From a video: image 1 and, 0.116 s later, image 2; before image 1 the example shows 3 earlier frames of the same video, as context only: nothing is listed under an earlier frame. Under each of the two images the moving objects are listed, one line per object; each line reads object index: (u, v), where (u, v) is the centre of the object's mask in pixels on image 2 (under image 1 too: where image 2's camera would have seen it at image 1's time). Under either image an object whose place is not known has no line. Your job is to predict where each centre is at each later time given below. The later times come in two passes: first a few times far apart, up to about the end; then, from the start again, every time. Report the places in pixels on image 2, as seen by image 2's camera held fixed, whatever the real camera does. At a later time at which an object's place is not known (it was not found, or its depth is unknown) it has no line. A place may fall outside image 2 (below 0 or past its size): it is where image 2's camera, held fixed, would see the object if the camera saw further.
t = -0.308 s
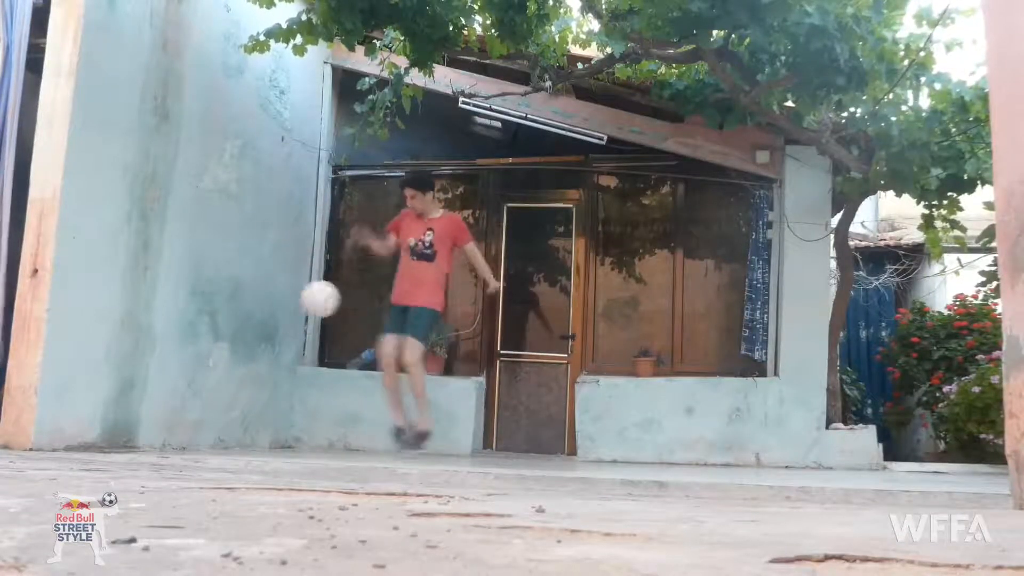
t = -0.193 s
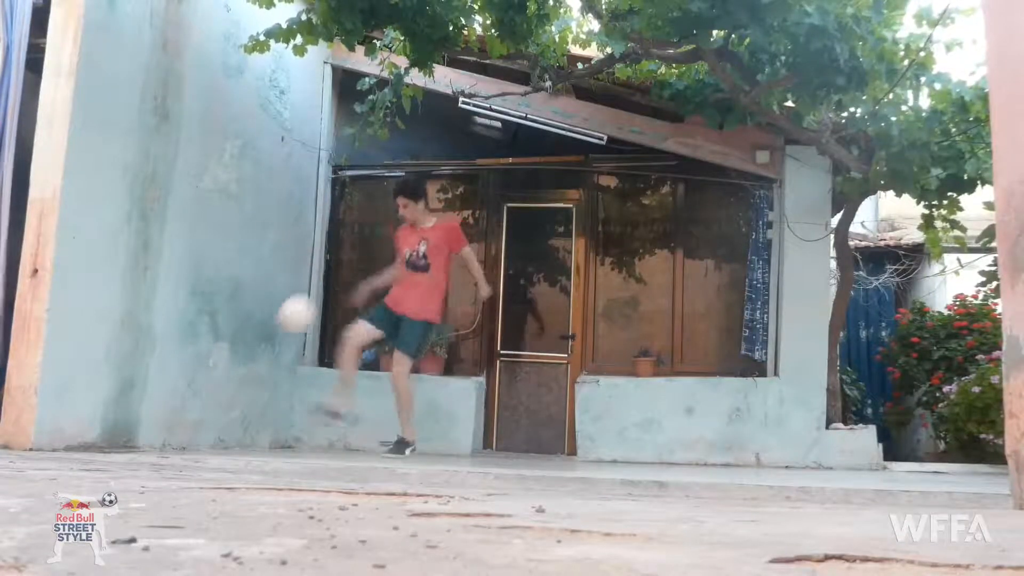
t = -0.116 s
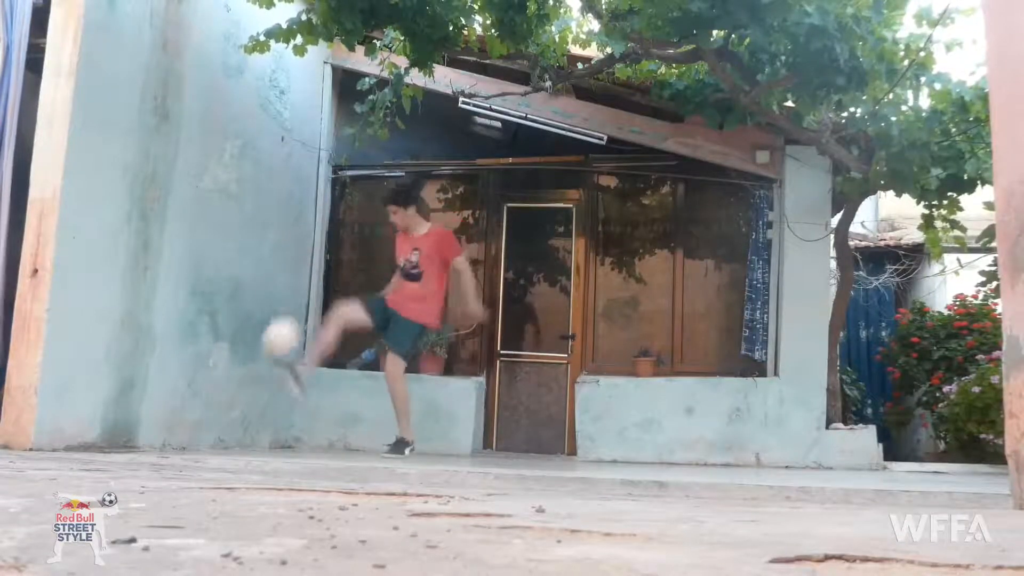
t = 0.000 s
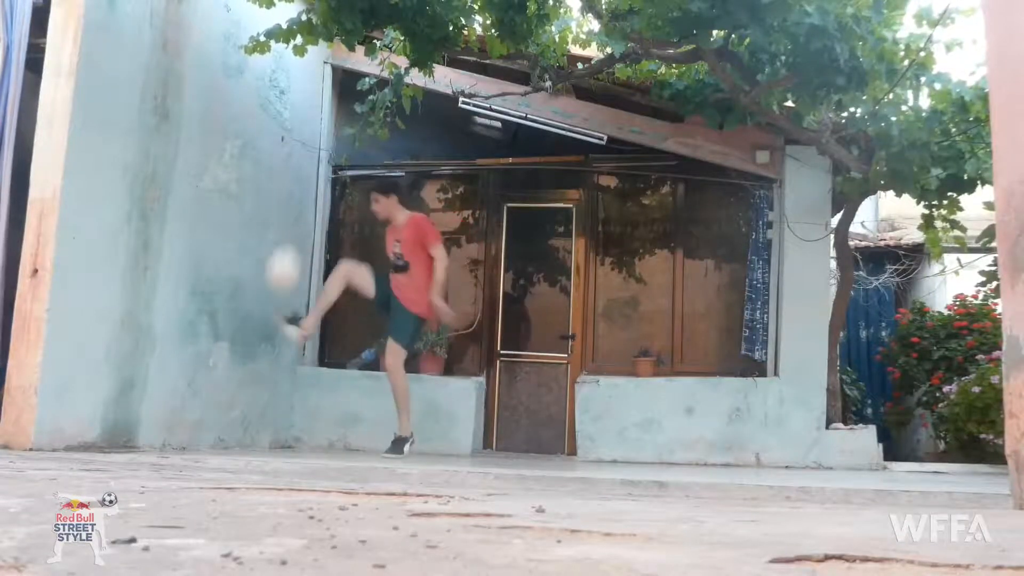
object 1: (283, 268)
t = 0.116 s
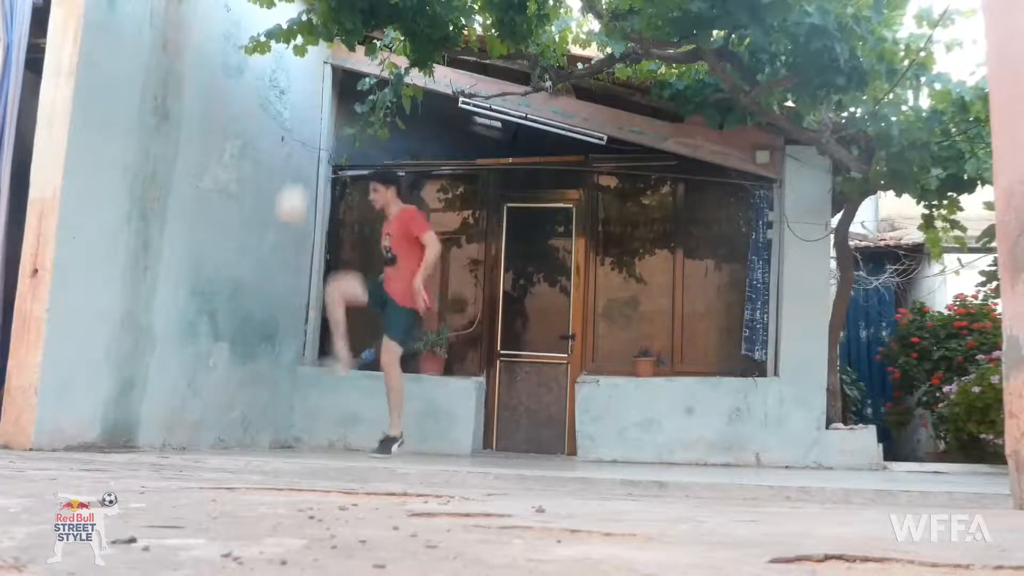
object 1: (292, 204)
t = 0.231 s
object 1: (301, 163)
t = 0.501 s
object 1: (314, 156)
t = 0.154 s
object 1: (294, 188)
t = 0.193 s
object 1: (297, 174)
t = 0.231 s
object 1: (301, 163)
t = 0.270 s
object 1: (303, 154)
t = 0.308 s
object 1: (307, 149)
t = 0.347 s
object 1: (308, 147)
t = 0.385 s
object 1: (309, 146)
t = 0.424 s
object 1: (311, 147)
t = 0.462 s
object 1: (313, 150)
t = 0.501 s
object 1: (314, 156)
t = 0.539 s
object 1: (316, 165)
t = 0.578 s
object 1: (317, 176)
